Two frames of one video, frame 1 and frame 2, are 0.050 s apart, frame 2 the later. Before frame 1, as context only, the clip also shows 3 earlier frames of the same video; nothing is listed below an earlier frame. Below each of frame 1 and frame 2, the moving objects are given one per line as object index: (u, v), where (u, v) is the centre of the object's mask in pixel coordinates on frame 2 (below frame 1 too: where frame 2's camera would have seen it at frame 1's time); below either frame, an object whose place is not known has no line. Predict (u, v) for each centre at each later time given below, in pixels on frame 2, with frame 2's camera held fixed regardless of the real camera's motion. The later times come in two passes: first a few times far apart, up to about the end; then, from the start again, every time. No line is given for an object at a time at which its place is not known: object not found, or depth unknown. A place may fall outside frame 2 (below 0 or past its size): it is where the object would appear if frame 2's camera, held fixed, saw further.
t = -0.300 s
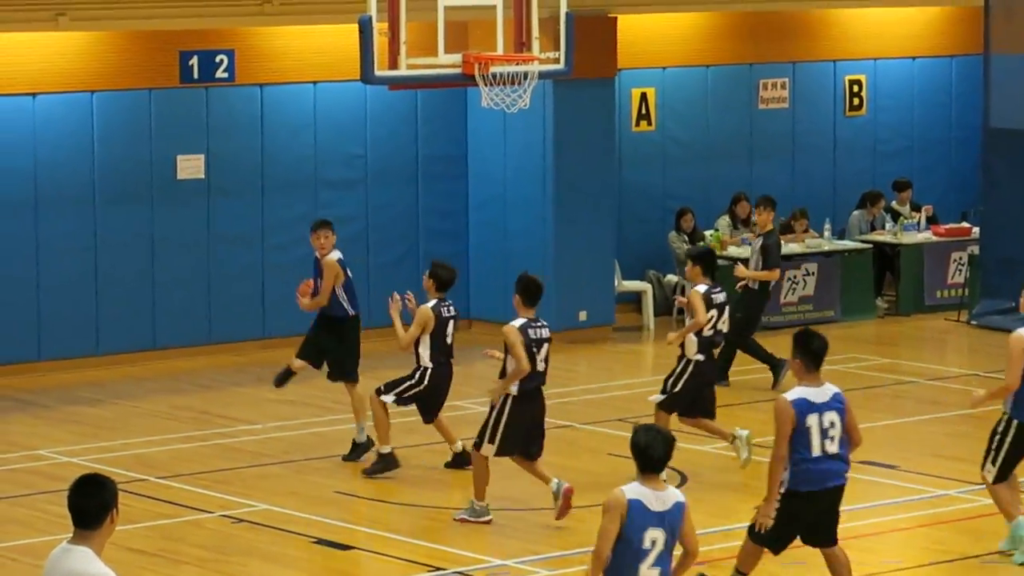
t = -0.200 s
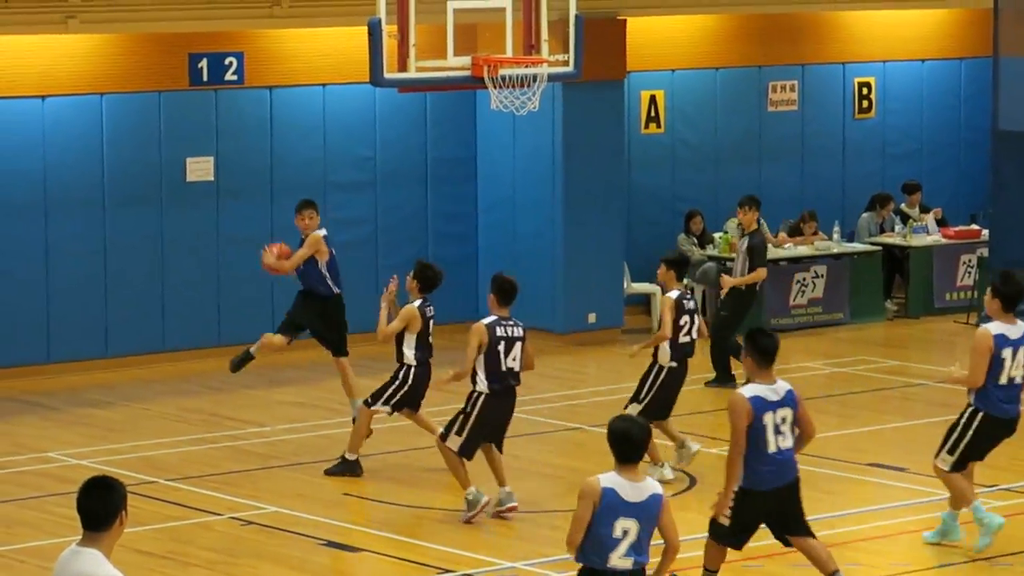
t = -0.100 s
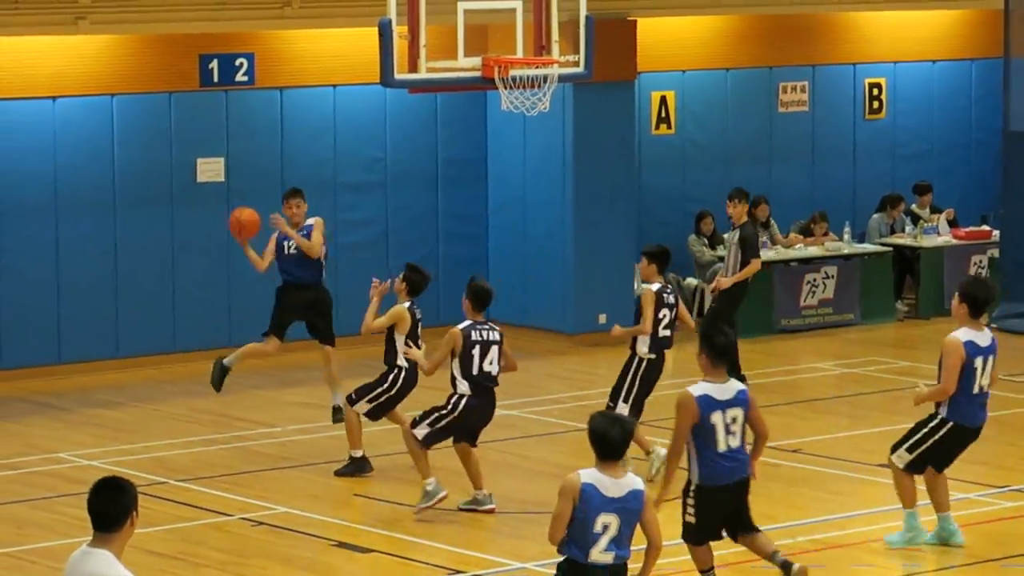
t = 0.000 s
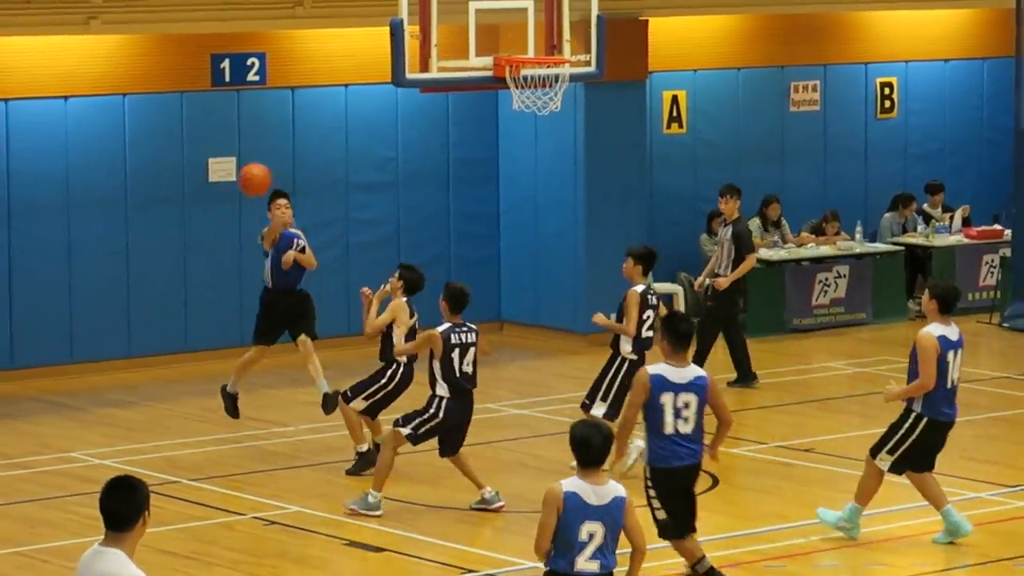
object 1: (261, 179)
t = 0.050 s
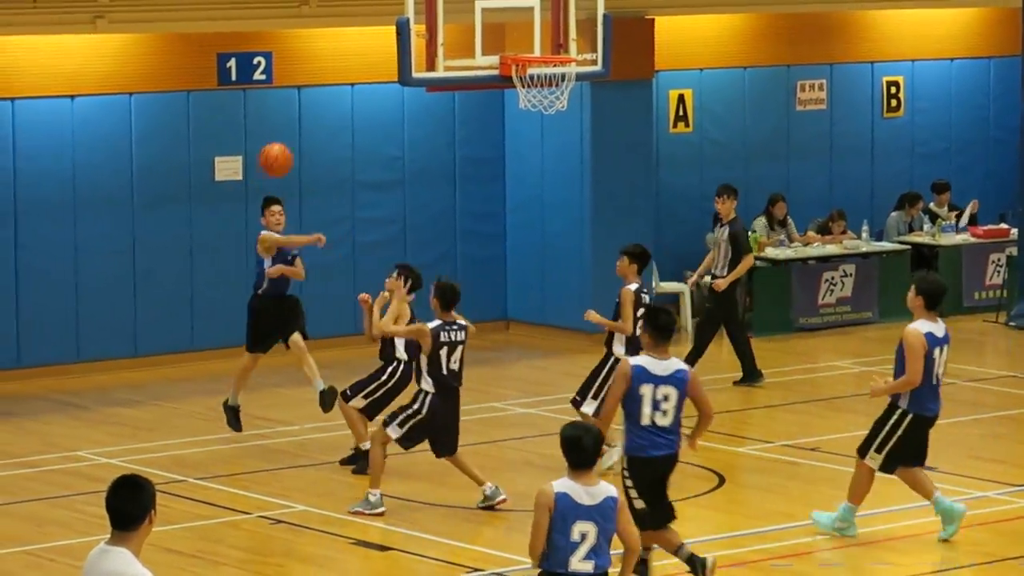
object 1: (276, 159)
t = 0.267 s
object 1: (341, 109)
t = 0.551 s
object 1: (441, 135)
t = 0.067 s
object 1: (280, 154)
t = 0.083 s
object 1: (285, 149)
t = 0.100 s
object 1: (290, 143)
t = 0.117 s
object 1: (295, 138)
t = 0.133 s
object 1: (300, 134)
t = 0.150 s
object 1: (305, 129)
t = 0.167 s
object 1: (310, 125)
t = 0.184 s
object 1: (315, 122)
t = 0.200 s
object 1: (320, 118)
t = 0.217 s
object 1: (325, 115)
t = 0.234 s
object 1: (330, 113)
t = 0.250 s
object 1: (336, 110)
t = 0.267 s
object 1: (341, 109)
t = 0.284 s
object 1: (346, 107)
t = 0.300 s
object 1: (352, 106)
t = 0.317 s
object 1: (357, 105)
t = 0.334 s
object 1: (363, 104)
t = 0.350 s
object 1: (369, 104)
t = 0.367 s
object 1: (374, 104)
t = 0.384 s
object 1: (380, 104)
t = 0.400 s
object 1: (386, 106)
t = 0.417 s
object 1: (391, 107)
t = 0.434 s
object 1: (397, 109)
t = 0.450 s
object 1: (404, 112)
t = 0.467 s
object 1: (410, 114)
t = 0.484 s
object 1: (416, 118)
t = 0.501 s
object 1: (422, 121)
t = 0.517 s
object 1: (428, 125)
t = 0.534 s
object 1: (435, 130)
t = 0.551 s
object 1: (441, 135)
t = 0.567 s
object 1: (448, 141)
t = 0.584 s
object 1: (454, 147)
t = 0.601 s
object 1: (461, 154)
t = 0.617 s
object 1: (467, 161)
